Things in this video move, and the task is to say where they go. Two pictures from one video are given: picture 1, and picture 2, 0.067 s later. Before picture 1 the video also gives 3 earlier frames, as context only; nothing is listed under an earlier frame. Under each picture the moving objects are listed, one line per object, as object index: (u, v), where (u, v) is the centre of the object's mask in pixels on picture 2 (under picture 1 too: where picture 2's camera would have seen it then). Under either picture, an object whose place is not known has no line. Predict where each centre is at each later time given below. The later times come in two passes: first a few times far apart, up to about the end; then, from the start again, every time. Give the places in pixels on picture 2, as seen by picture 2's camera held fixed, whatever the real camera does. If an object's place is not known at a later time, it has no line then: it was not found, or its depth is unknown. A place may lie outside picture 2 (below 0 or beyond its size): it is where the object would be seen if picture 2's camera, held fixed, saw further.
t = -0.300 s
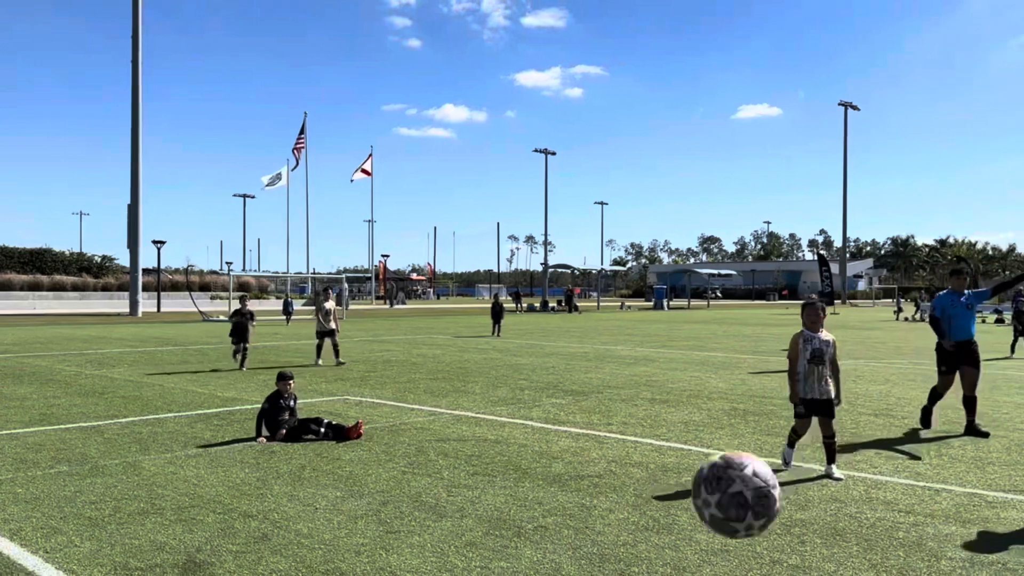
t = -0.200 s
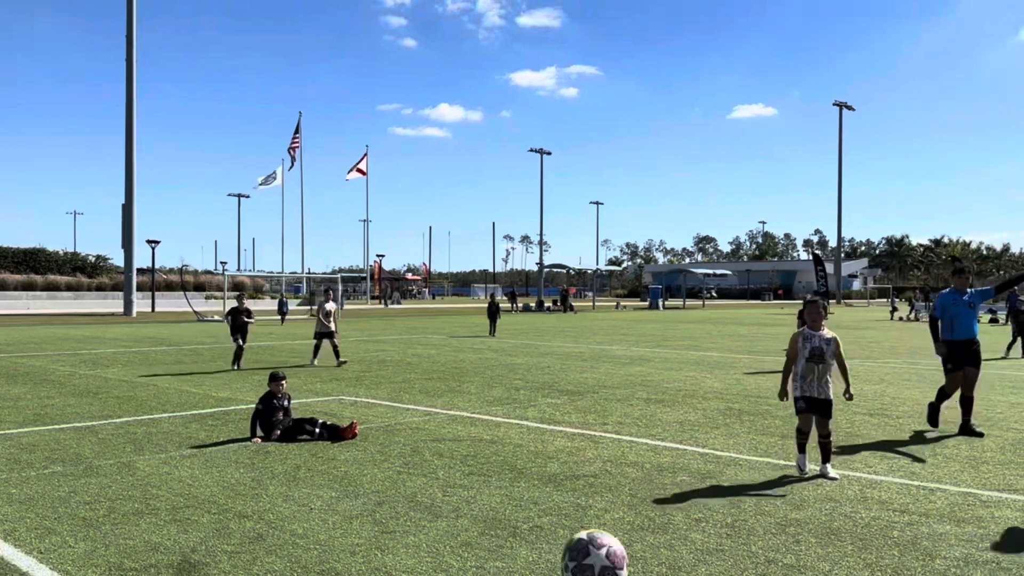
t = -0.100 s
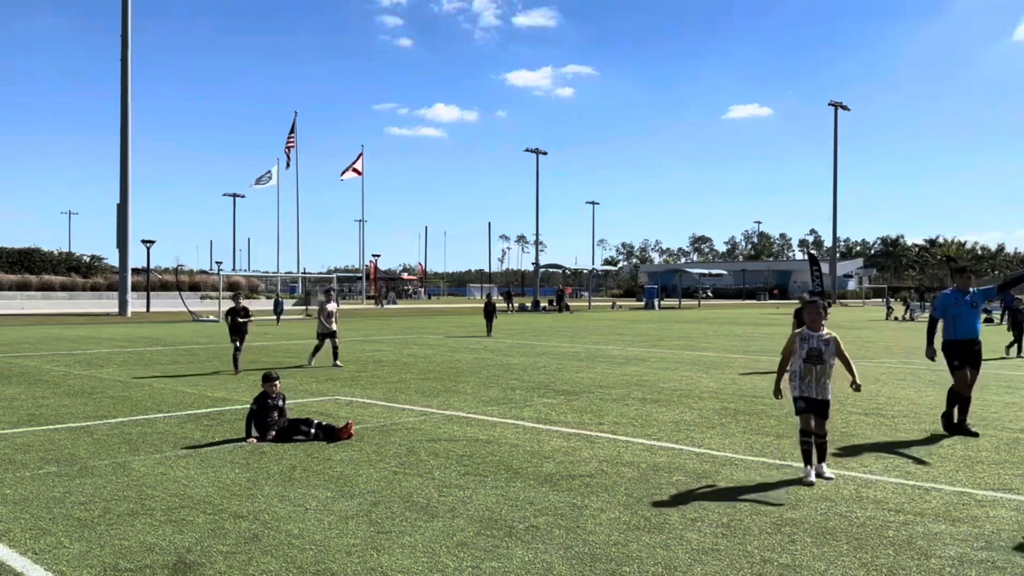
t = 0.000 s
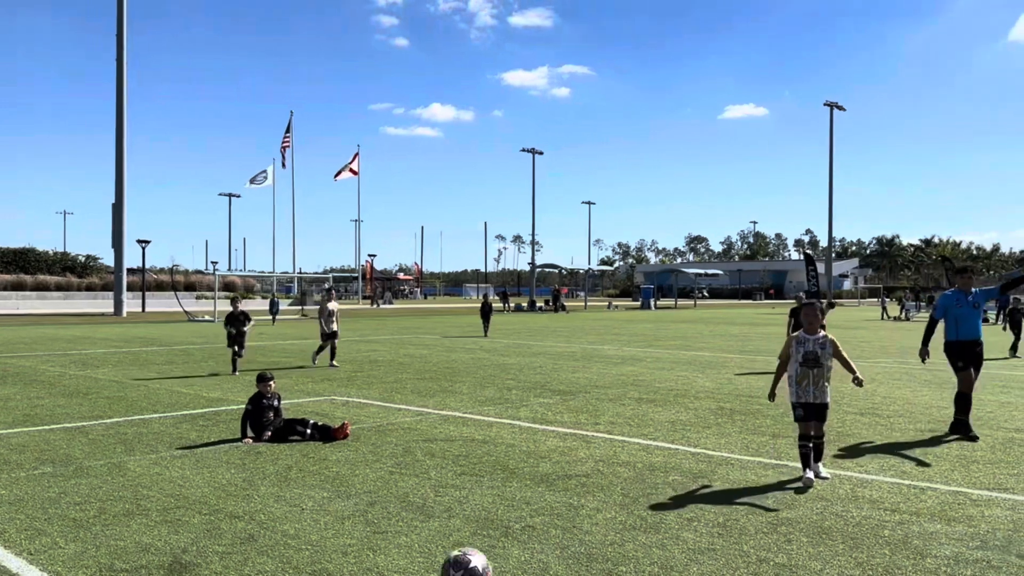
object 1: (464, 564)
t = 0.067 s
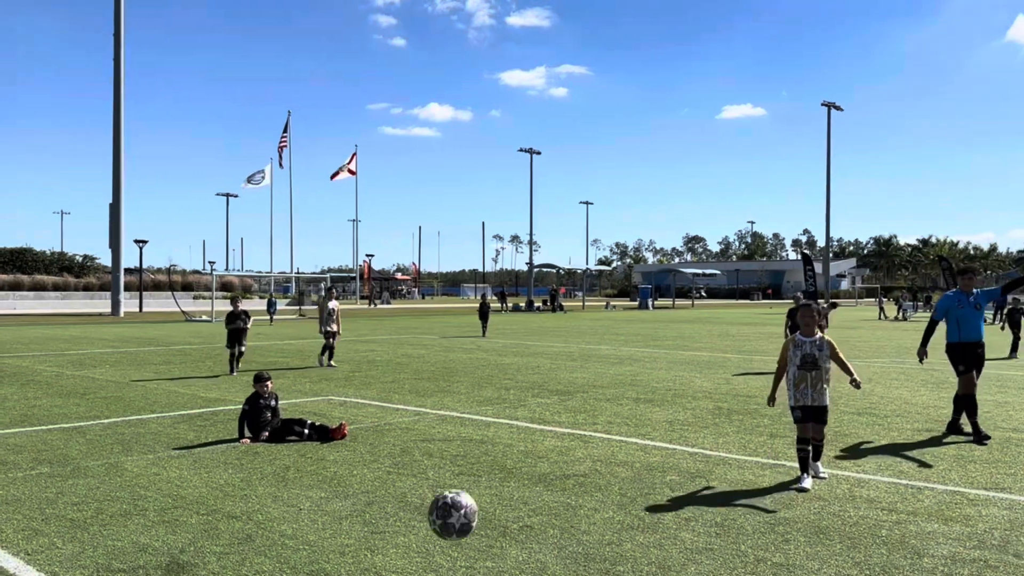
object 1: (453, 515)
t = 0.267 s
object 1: (422, 418)
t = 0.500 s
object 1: (391, 425)
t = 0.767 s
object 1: (360, 530)
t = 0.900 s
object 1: (345, 470)
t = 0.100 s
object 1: (448, 491)
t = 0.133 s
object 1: (442, 471)
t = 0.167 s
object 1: (438, 453)
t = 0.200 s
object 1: (432, 438)
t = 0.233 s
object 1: (427, 427)
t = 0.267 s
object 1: (422, 418)
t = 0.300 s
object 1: (418, 413)
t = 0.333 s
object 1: (413, 410)
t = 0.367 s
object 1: (409, 408)
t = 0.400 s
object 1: (405, 409)
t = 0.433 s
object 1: (400, 412)
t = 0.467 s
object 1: (395, 418)
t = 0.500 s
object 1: (391, 425)
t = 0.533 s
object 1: (387, 434)
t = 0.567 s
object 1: (383, 445)
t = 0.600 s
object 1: (379, 458)
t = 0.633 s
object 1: (376, 473)
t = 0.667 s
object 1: (372, 489)
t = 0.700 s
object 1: (368, 506)
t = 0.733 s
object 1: (365, 526)
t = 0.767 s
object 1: (360, 530)
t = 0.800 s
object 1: (357, 511)
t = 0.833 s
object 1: (352, 495)
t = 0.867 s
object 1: (349, 481)
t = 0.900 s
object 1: (345, 470)
